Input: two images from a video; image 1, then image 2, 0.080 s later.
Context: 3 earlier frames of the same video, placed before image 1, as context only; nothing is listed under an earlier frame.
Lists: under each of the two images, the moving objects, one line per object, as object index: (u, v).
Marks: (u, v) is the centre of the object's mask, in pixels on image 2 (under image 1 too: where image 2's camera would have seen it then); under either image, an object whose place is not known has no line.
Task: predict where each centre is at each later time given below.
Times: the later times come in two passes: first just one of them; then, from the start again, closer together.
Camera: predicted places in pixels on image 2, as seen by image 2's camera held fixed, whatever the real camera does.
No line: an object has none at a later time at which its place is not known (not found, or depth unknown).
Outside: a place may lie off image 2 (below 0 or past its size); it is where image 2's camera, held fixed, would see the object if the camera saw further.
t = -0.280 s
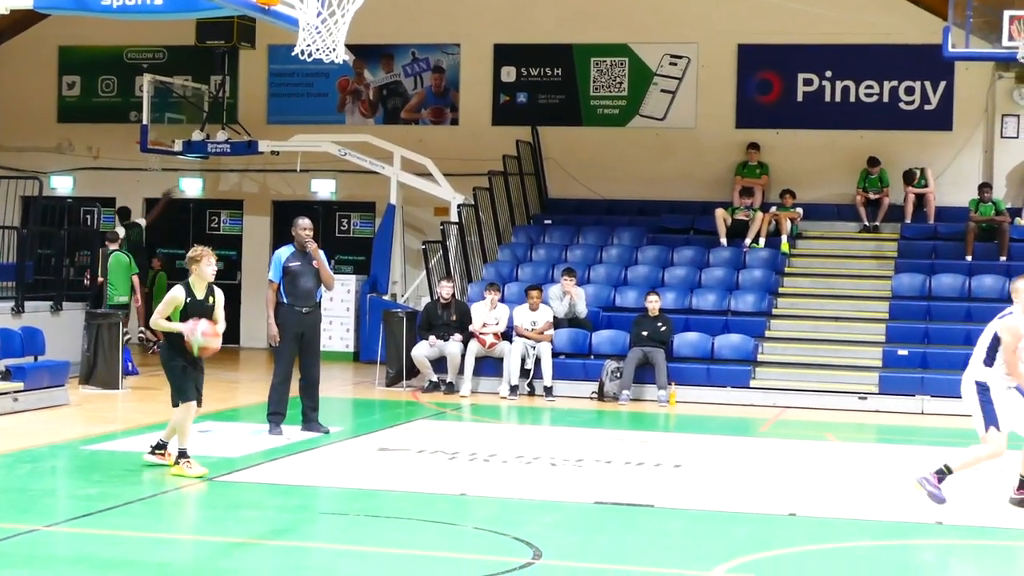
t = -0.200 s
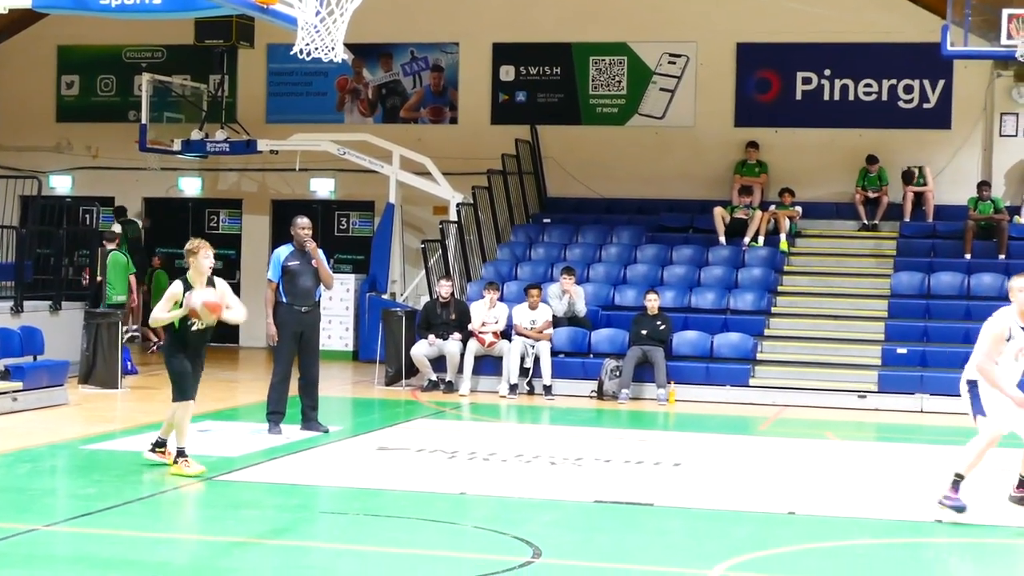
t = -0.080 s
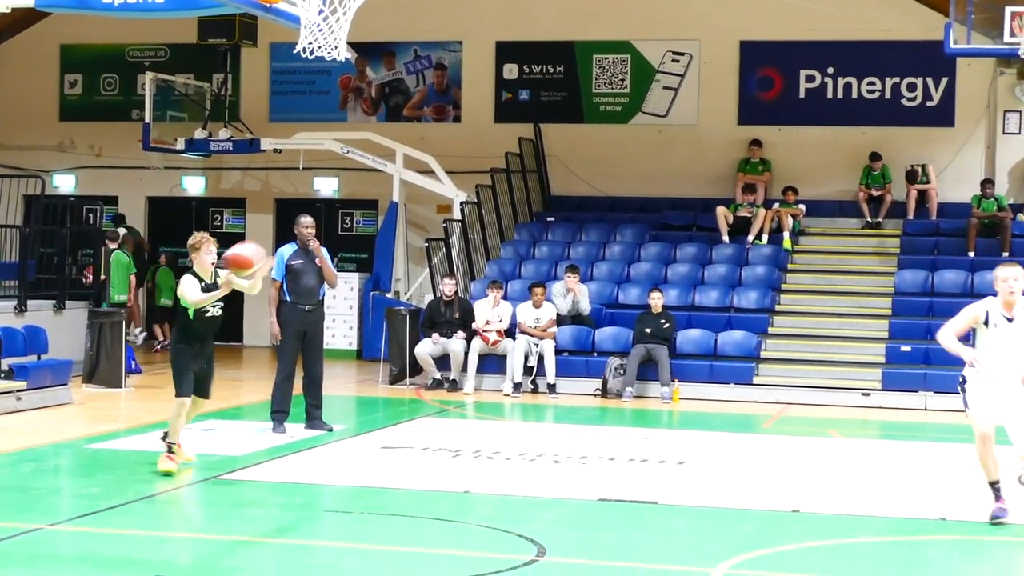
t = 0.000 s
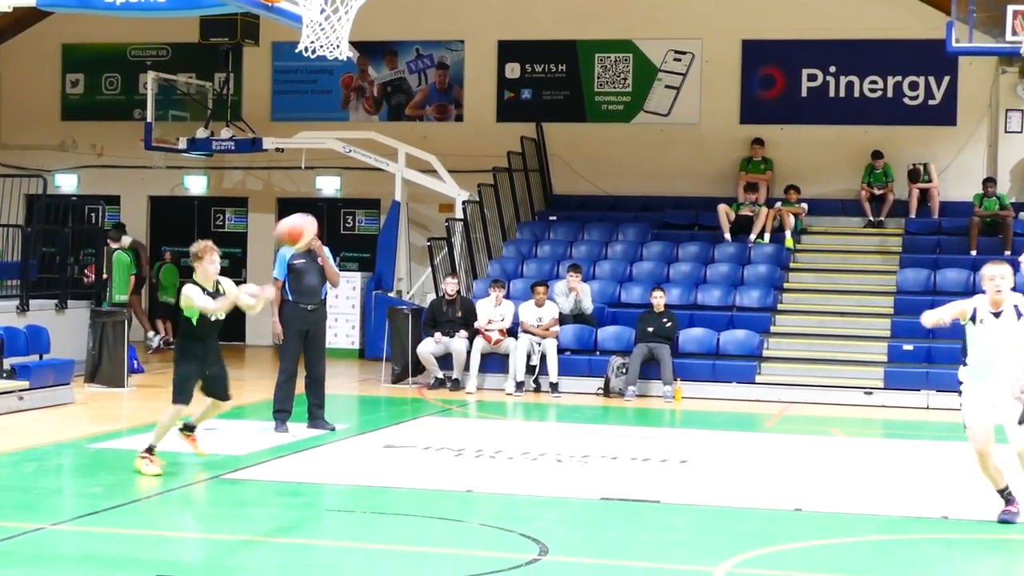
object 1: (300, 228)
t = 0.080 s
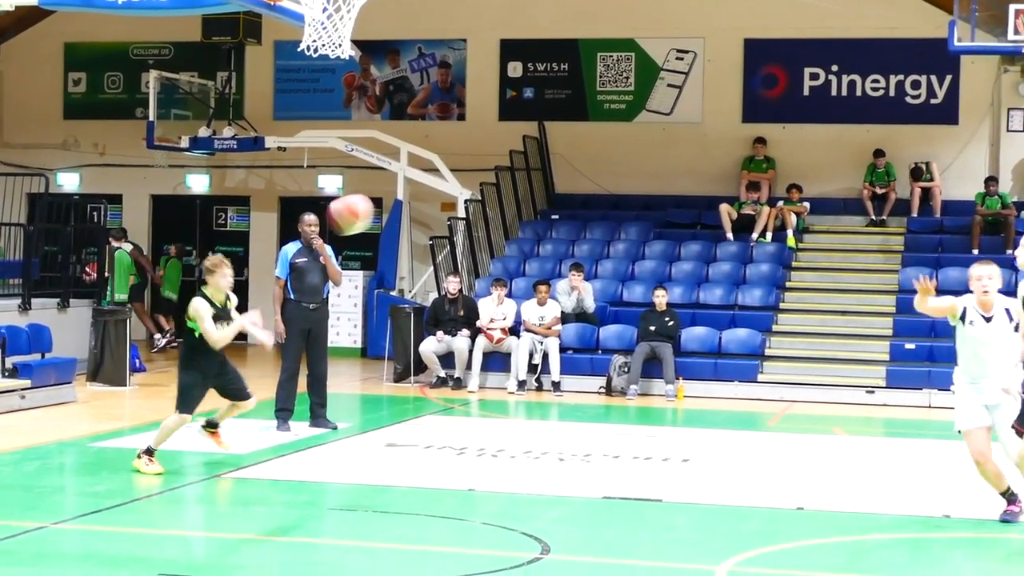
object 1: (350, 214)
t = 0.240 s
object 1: (467, 207)
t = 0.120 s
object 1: (379, 208)
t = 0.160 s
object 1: (408, 205)
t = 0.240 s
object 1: (467, 207)
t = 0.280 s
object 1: (500, 214)
